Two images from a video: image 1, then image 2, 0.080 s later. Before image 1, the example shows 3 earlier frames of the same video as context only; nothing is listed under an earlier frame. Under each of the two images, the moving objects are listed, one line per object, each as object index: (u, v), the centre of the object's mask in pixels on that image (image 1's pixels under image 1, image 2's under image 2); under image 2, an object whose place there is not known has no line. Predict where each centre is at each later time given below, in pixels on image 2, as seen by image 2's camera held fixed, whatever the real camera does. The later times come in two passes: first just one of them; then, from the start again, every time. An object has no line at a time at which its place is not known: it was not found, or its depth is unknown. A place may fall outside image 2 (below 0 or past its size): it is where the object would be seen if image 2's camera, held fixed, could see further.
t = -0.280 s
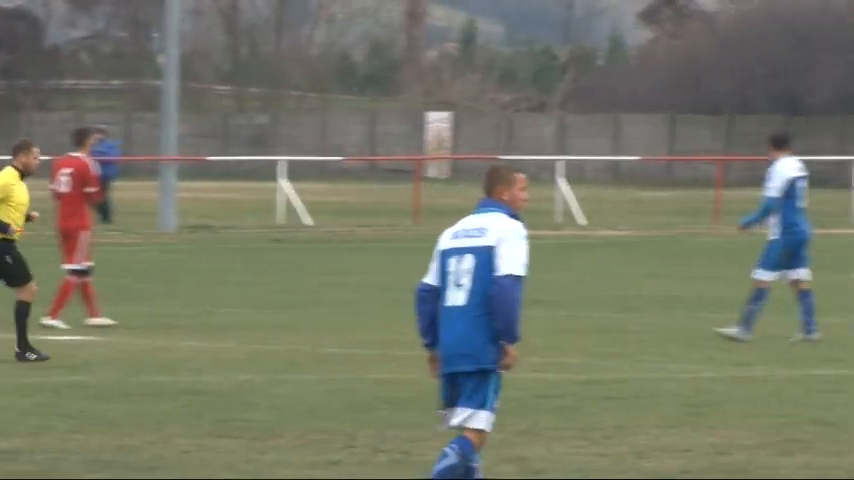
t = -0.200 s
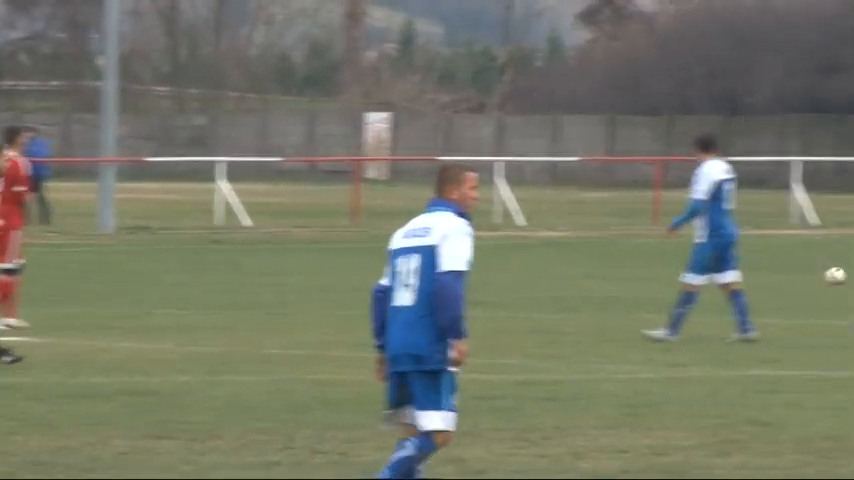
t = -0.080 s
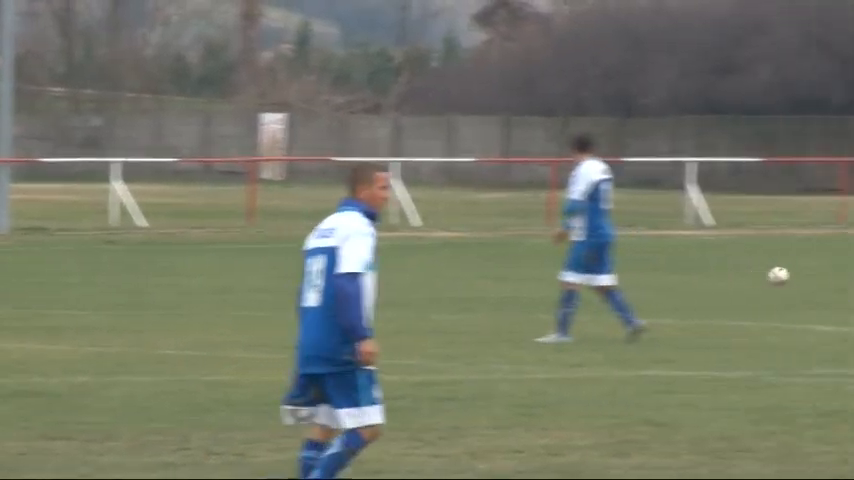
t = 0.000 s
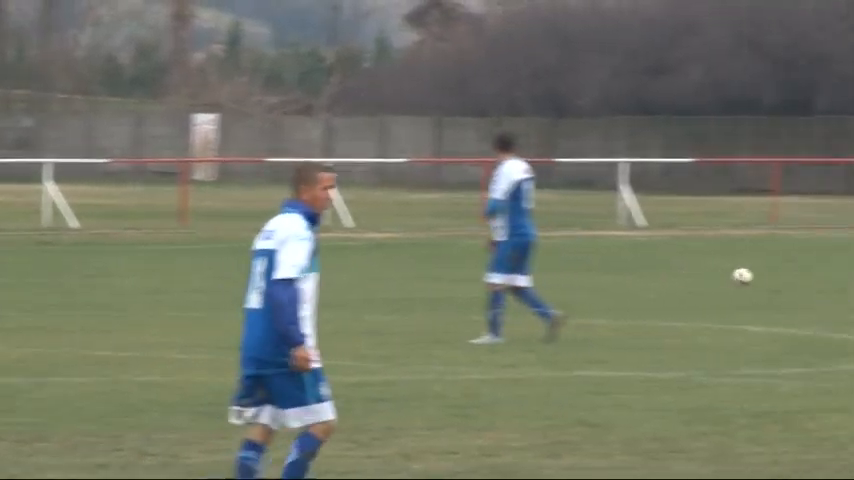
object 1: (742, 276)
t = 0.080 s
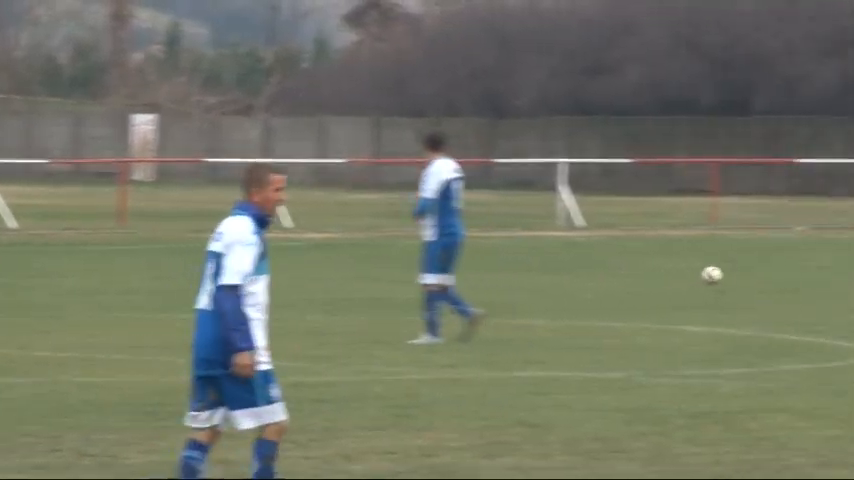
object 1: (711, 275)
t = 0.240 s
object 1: (769, 274)
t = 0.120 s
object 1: (726, 276)
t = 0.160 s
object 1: (740, 274)
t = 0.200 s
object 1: (754, 274)
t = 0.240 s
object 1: (769, 274)
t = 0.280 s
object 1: (783, 275)
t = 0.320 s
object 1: (798, 273)
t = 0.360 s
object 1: (811, 272)
